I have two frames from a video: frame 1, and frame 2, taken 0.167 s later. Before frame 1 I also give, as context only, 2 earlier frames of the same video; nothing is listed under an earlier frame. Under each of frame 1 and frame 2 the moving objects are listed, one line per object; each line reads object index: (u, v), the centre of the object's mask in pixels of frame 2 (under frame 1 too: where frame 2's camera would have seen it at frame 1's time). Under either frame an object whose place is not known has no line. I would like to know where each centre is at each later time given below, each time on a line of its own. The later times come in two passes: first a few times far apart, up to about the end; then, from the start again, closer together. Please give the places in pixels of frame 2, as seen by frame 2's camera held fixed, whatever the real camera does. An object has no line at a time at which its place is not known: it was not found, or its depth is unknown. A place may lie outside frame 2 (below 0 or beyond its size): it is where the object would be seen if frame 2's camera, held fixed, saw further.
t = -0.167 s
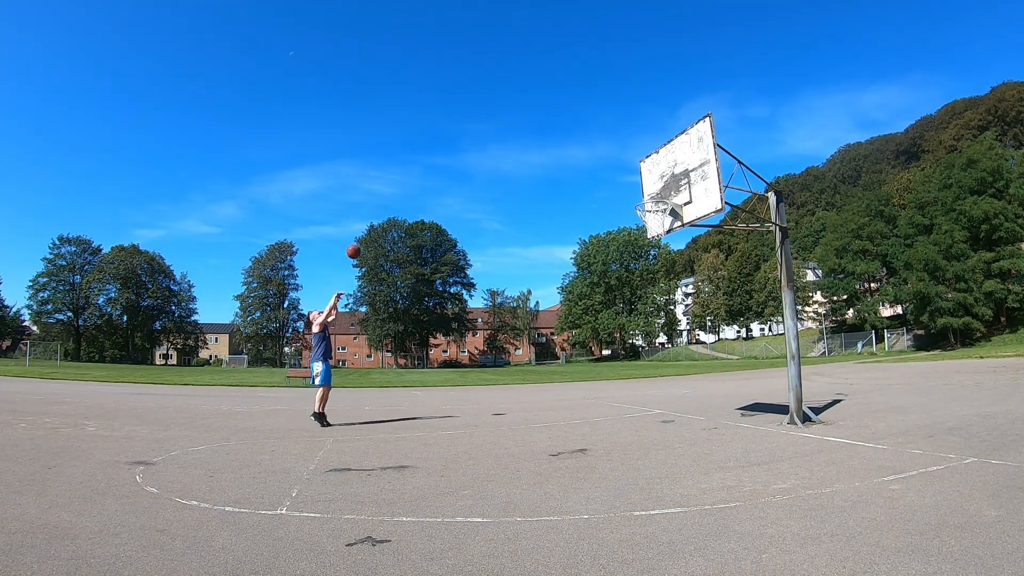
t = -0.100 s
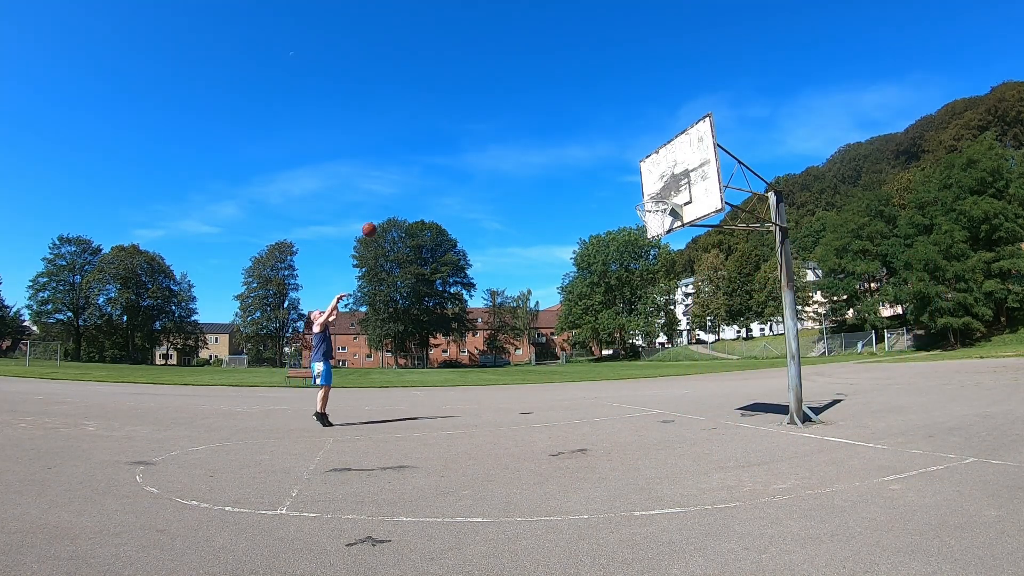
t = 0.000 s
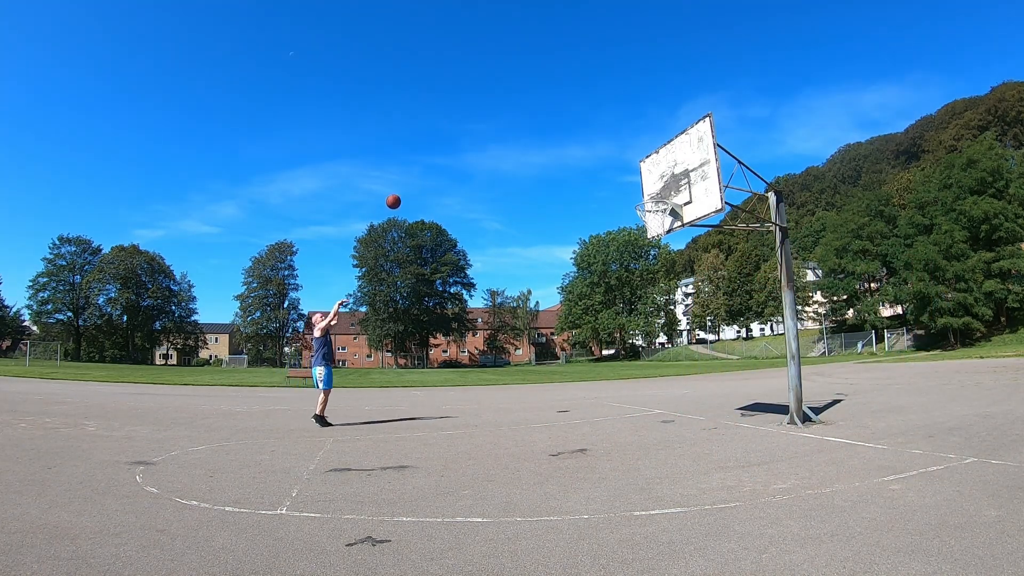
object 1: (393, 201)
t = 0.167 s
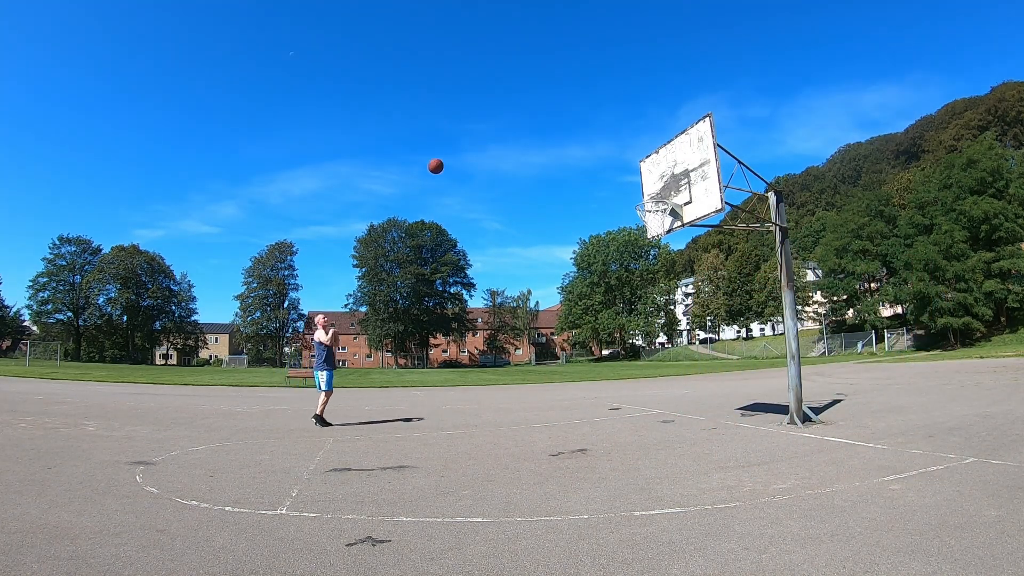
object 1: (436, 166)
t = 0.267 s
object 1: (462, 152)
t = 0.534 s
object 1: (540, 144)
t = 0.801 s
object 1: (631, 188)
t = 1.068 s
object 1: (688, 238)
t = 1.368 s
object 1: (725, 328)
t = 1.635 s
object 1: (747, 409)
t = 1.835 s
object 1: (732, 342)
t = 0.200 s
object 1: (444, 161)
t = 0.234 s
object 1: (453, 156)
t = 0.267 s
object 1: (462, 152)
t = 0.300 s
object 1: (472, 149)
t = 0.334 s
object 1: (481, 146)
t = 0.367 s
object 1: (490, 144)
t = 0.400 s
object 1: (500, 143)
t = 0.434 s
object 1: (510, 142)
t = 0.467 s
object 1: (520, 142)
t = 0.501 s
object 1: (530, 143)
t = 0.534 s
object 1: (540, 144)
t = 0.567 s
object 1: (550, 147)
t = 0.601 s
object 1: (561, 150)
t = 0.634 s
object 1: (572, 154)
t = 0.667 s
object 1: (584, 159)
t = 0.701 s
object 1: (595, 165)
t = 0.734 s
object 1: (607, 171)
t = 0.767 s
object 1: (619, 179)
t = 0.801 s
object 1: (631, 188)
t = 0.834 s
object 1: (643, 196)
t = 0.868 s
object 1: (656, 209)
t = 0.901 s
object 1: (667, 218)
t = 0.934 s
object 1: (674, 223)
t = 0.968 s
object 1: (677, 224)
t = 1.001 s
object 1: (680, 228)
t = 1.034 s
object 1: (684, 233)
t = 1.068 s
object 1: (688, 238)
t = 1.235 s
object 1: (708, 279)
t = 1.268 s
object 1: (712, 290)
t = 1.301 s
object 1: (717, 302)
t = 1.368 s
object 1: (725, 328)
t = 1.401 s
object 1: (730, 343)
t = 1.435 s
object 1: (734, 359)
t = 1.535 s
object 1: (747, 410)
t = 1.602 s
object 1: (750, 423)
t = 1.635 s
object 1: (747, 409)
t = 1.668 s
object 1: (744, 395)
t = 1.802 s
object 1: (734, 351)
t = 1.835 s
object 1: (732, 342)
